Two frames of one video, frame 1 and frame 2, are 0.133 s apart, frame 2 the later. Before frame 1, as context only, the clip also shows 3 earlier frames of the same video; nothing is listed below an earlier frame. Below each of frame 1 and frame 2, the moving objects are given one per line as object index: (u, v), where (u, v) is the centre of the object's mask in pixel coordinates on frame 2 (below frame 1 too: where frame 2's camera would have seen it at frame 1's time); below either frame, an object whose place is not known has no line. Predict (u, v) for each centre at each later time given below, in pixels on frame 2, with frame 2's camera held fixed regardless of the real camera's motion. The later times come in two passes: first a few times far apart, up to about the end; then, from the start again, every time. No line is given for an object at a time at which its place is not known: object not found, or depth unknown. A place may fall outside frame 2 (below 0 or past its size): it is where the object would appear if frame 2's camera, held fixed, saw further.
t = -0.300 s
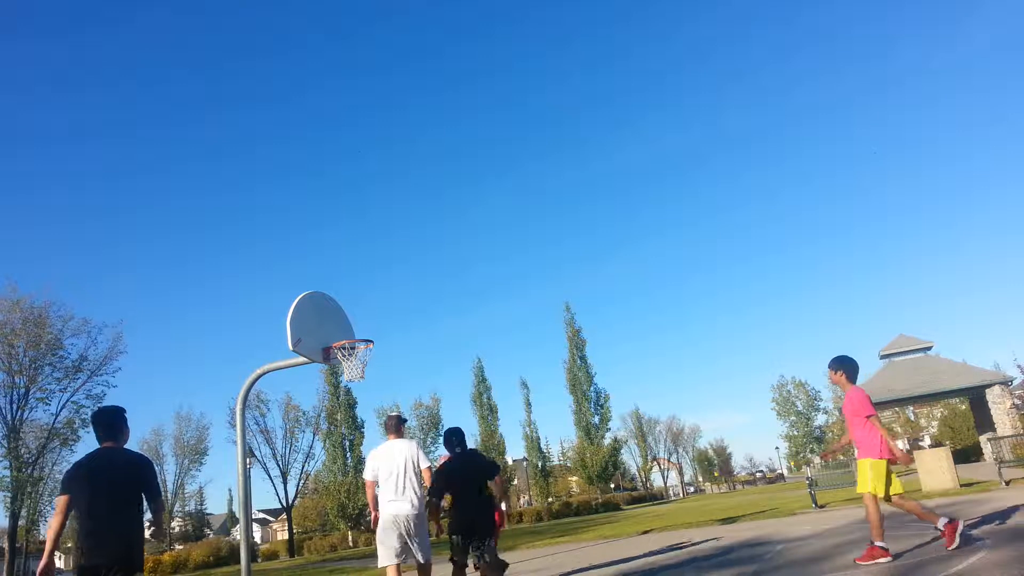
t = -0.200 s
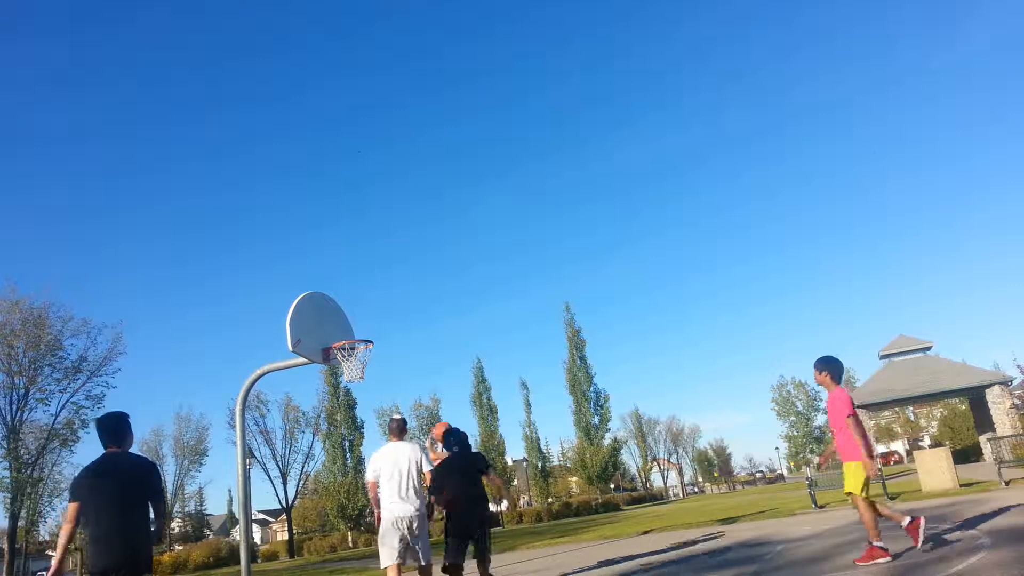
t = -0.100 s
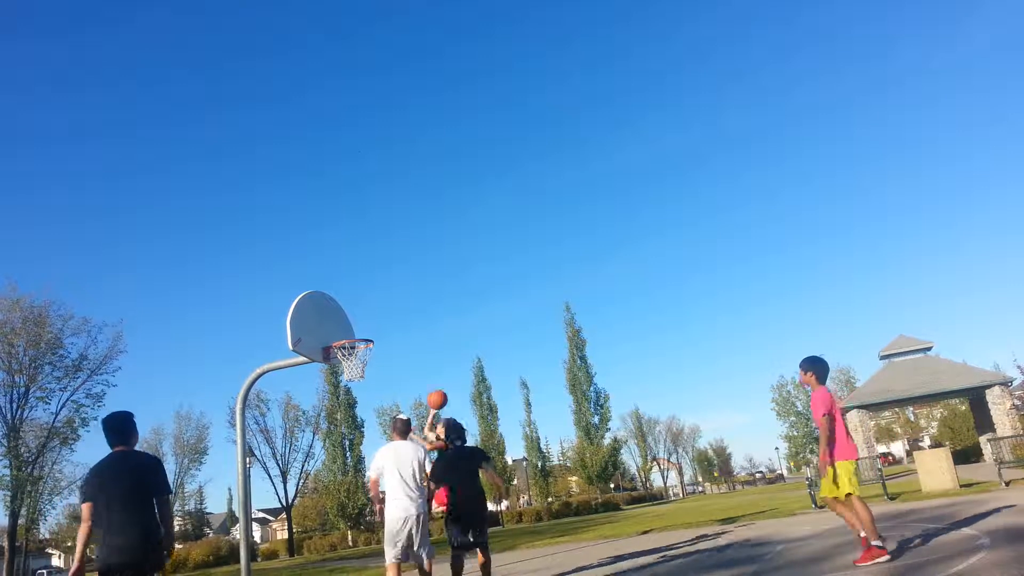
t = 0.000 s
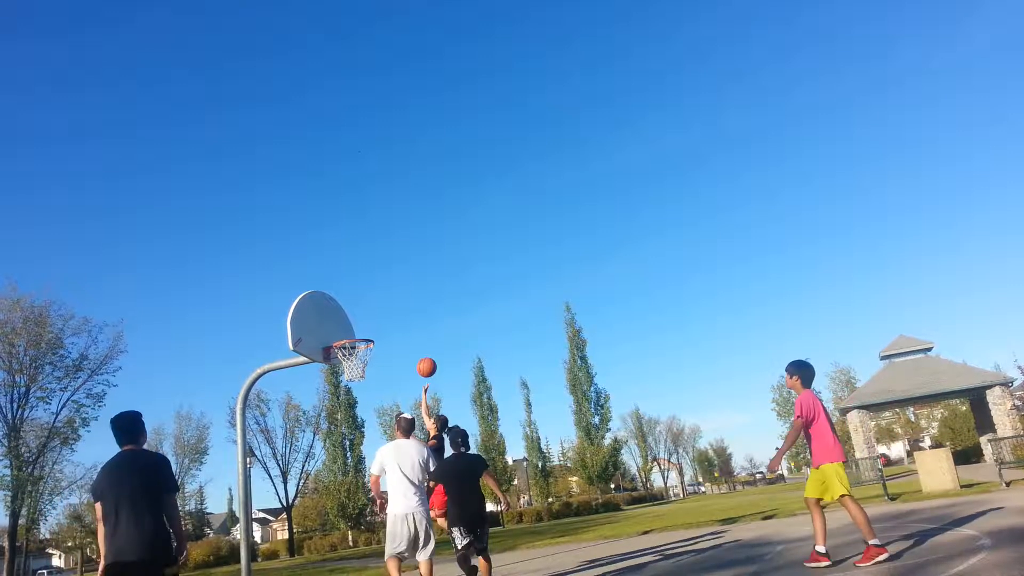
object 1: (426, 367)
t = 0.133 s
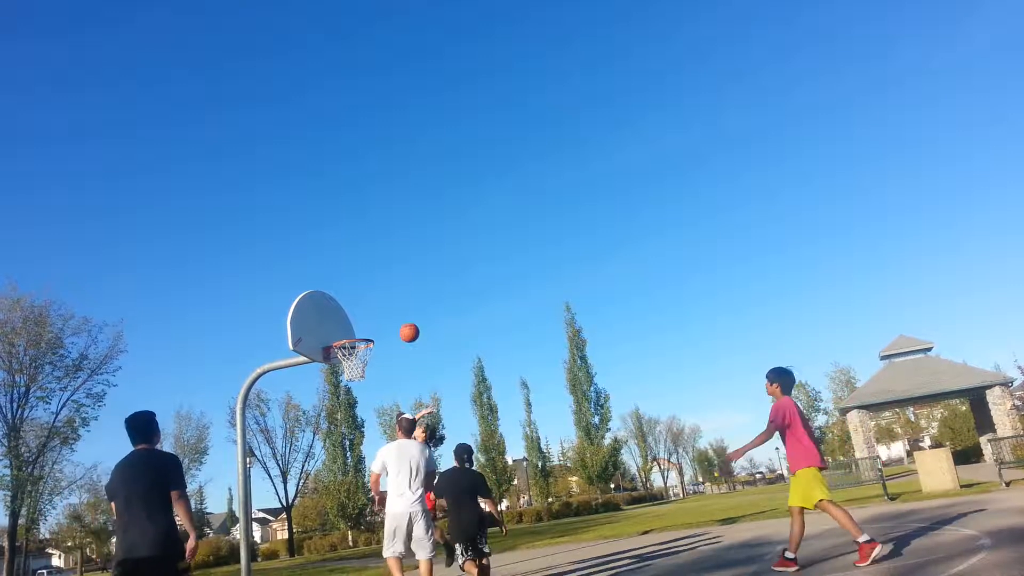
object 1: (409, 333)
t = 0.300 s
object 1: (391, 310)
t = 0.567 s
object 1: (367, 319)
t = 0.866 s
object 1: (351, 374)
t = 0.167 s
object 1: (405, 326)
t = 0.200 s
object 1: (402, 321)
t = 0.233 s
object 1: (398, 316)
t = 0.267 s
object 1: (395, 313)
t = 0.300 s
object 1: (391, 310)
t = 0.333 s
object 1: (388, 308)
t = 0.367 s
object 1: (385, 307)
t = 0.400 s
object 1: (381, 307)
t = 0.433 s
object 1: (378, 308)
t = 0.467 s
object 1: (375, 309)
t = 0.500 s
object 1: (372, 311)
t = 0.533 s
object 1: (370, 315)
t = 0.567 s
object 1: (367, 319)
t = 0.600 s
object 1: (363, 324)
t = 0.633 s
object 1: (361, 330)
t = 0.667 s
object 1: (358, 335)
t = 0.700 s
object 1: (356, 344)
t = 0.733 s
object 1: (353, 349)
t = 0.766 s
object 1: (354, 361)
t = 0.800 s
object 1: (352, 366)
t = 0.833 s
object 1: (351, 369)
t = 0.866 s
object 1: (351, 374)
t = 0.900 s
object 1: (350, 379)
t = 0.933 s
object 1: (350, 383)
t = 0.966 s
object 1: (350, 389)
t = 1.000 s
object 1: (350, 396)
